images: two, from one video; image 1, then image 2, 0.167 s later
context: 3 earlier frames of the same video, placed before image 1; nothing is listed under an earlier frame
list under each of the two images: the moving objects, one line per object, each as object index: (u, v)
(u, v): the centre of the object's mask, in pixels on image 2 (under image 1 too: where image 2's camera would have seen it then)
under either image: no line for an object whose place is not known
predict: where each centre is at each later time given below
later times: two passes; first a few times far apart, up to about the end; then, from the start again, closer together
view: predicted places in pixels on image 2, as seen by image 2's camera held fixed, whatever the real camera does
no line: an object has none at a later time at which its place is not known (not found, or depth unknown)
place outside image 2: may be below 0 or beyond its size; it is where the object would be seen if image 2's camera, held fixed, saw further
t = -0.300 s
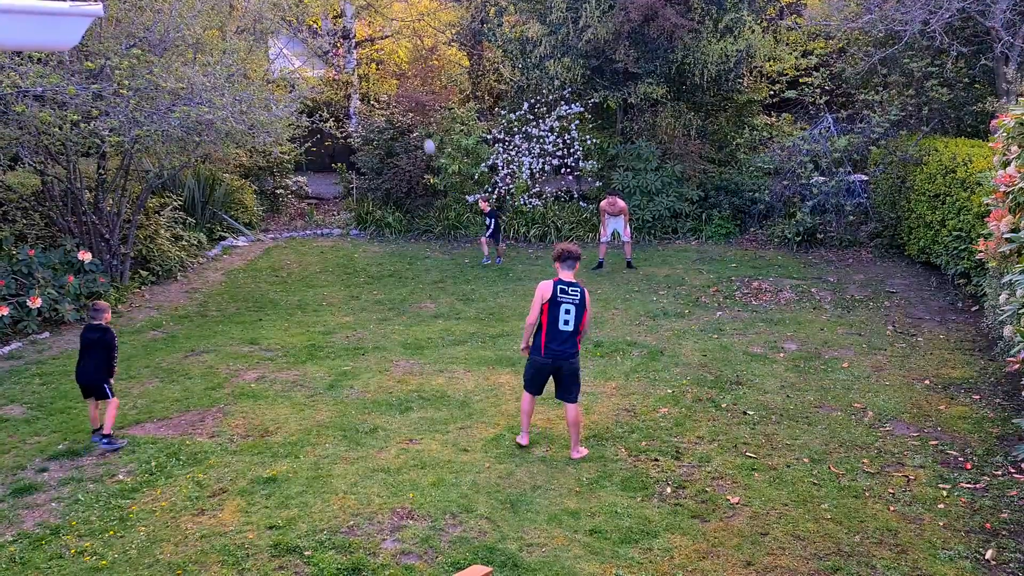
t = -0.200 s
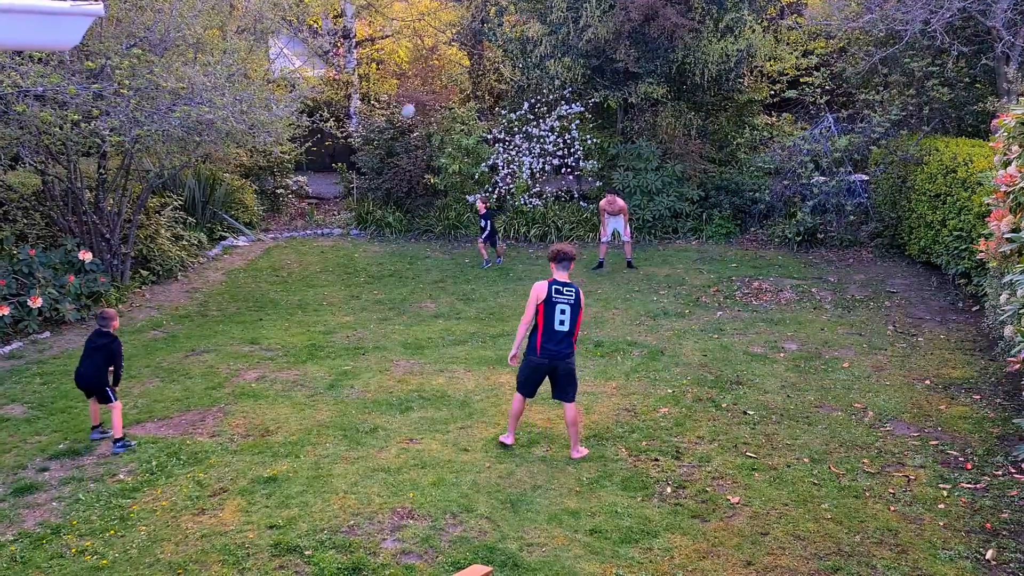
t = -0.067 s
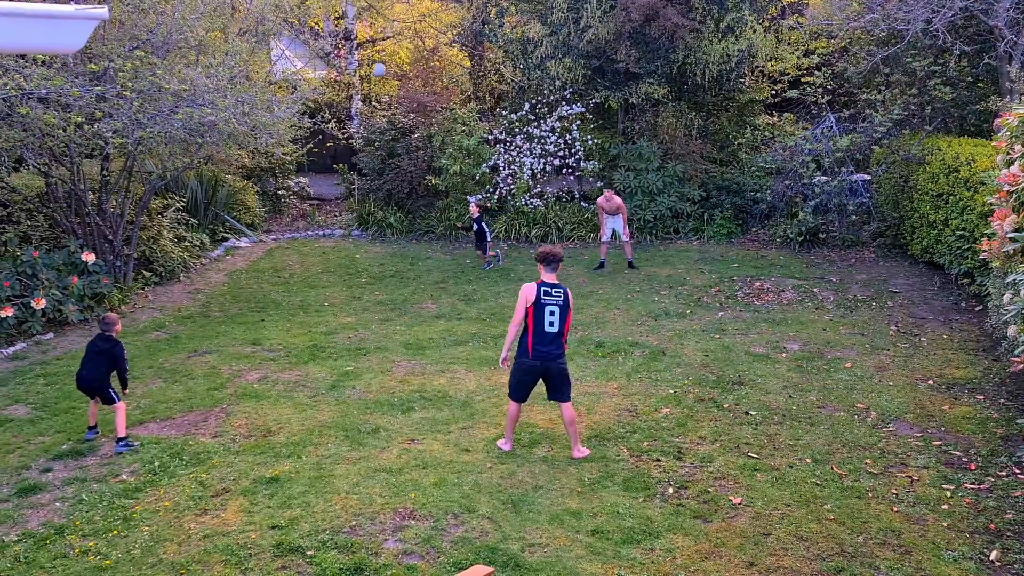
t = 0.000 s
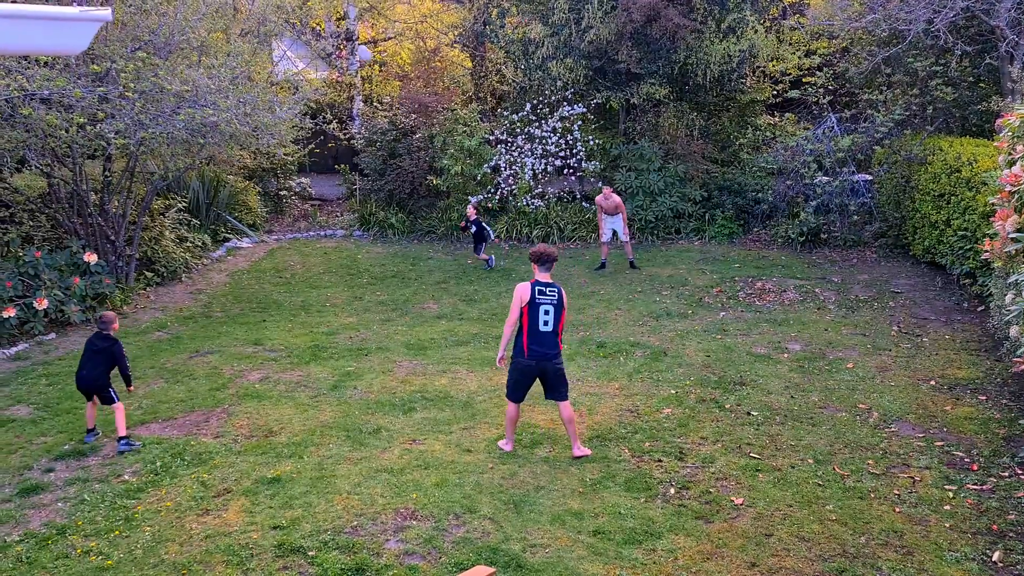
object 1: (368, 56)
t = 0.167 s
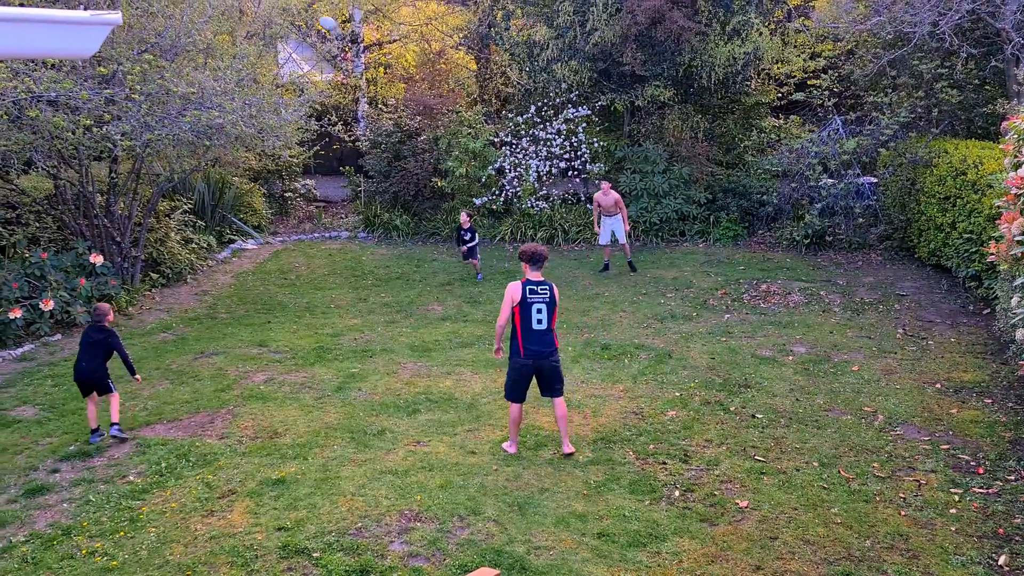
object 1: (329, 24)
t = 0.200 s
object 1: (318, 19)
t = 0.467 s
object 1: (245, 13)
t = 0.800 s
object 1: (143, 98)
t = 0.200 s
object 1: (318, 19)
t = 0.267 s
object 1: (300, 12)
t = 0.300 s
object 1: (291, 10)
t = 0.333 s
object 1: (283, 9)
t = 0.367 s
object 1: (274, 8)
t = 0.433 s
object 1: (255, 10)
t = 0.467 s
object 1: (245, 13)
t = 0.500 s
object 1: (236, 16)
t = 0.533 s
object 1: (226, 20)
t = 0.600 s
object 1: (206, 34)
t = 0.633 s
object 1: (195, 41)
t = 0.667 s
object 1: (184, 50)
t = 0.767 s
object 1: (154, 84)
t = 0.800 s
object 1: (143, 98)
